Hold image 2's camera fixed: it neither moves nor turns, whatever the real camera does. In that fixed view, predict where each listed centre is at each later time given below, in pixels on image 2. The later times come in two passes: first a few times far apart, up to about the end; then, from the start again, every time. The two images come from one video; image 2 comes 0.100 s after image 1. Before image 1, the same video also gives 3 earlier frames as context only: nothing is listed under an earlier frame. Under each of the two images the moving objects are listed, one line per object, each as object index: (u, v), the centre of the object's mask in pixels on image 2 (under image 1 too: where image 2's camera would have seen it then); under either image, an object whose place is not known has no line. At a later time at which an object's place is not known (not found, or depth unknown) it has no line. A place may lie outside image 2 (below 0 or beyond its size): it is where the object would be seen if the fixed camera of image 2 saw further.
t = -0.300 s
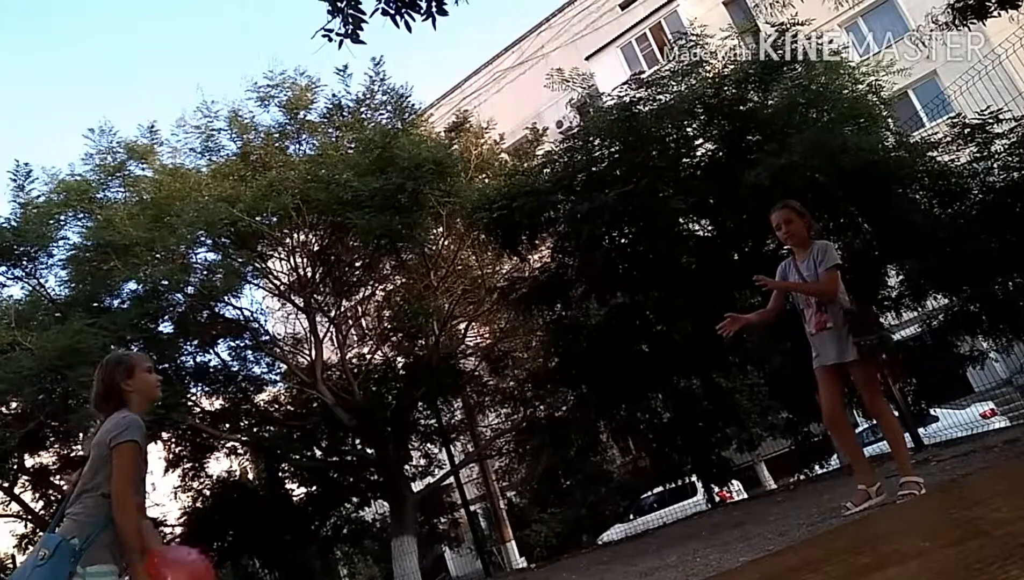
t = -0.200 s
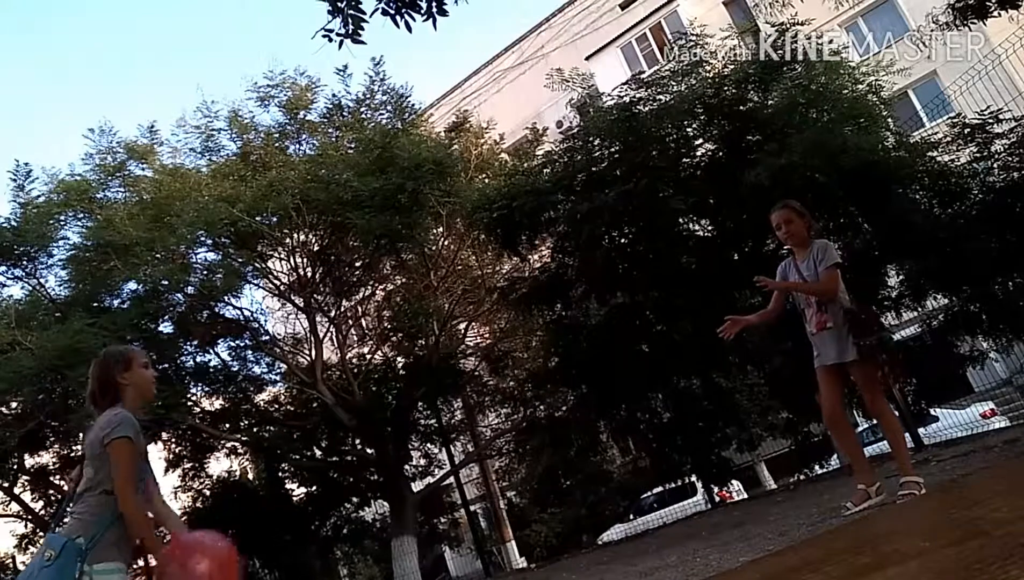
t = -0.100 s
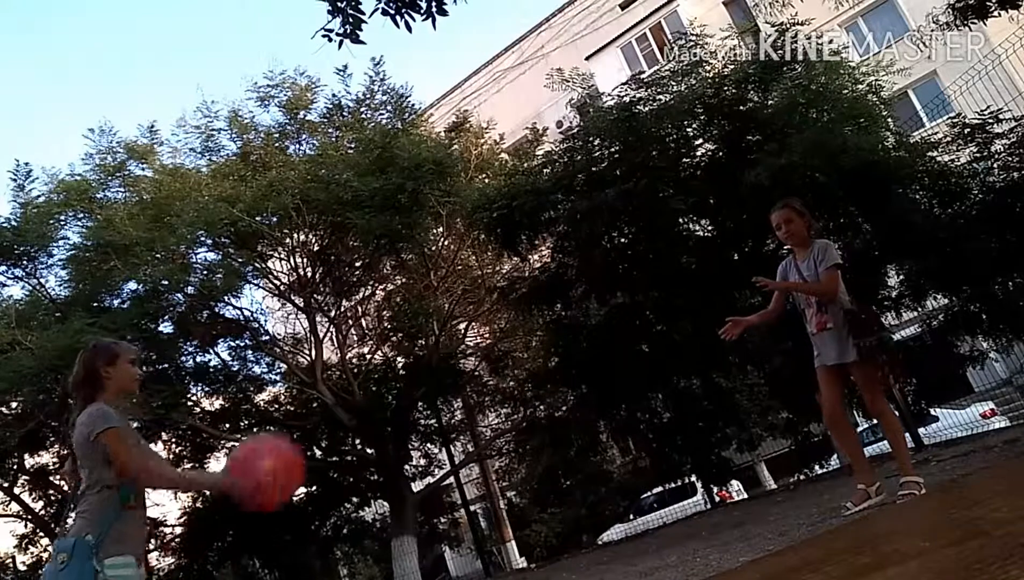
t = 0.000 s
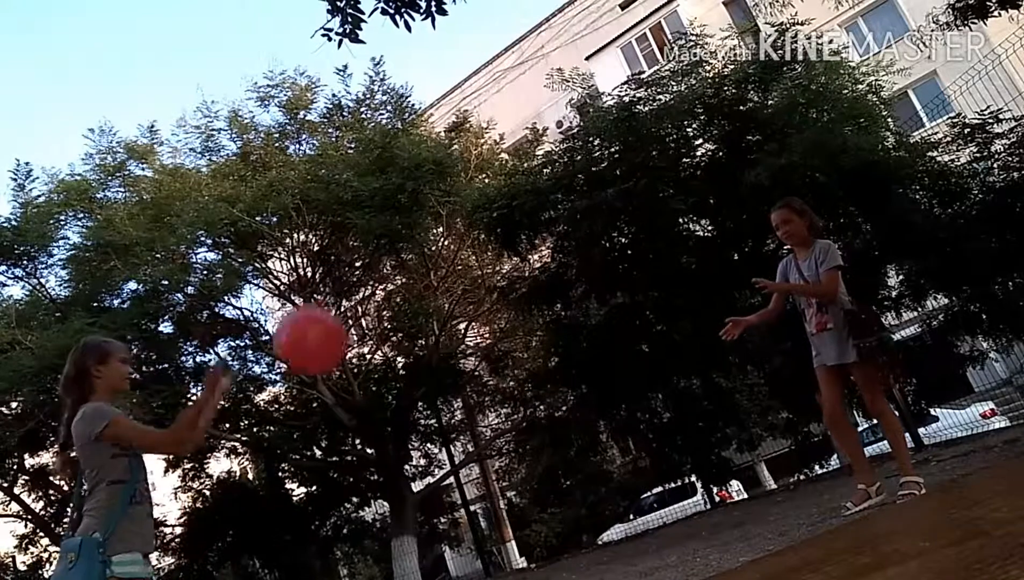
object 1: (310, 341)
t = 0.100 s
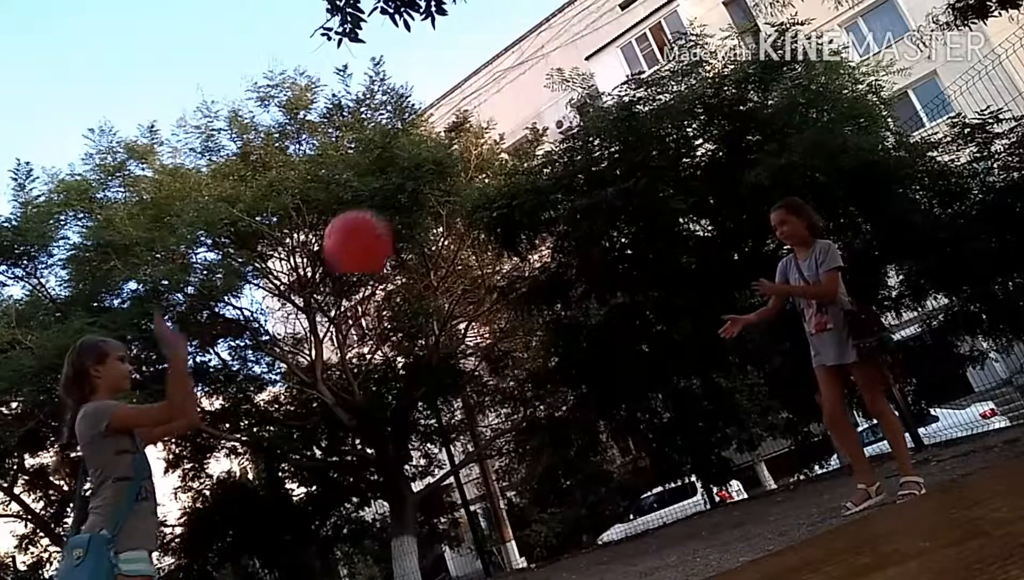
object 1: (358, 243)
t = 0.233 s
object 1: (420, 160)
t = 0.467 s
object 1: (546, 104)
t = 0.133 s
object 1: (373, 219)
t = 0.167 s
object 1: (389, 197)
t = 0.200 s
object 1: (406, 177)
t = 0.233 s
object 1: (420, 160)
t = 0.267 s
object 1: (439, 145)
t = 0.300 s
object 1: (455, 134)
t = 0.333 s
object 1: (472, 123)
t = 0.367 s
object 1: (490, 115)
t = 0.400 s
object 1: (509, 109)
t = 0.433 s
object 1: (527, 106)
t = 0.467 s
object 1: (546, 104)
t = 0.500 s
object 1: (567, 106)
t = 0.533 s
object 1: (586, 108)
